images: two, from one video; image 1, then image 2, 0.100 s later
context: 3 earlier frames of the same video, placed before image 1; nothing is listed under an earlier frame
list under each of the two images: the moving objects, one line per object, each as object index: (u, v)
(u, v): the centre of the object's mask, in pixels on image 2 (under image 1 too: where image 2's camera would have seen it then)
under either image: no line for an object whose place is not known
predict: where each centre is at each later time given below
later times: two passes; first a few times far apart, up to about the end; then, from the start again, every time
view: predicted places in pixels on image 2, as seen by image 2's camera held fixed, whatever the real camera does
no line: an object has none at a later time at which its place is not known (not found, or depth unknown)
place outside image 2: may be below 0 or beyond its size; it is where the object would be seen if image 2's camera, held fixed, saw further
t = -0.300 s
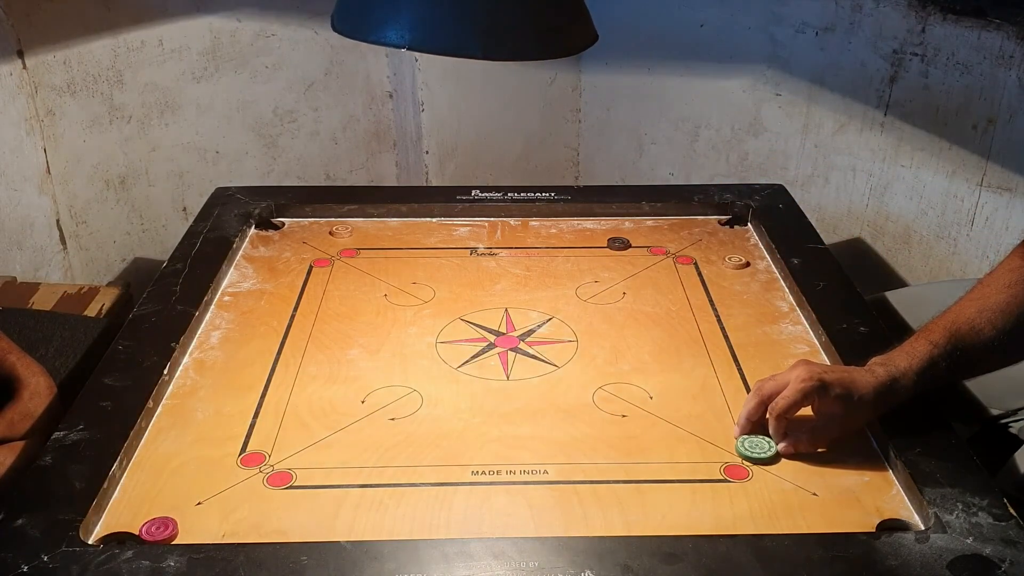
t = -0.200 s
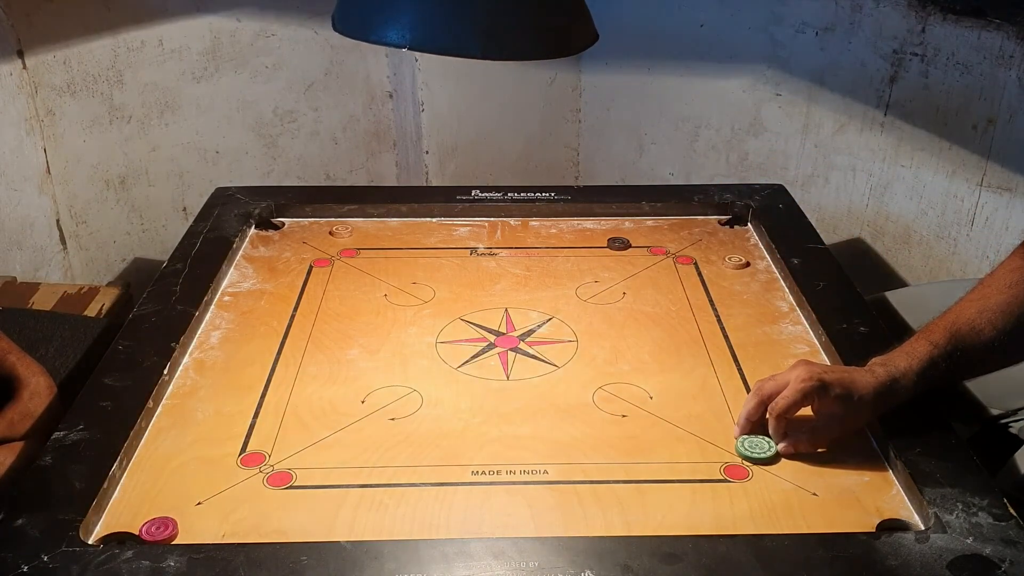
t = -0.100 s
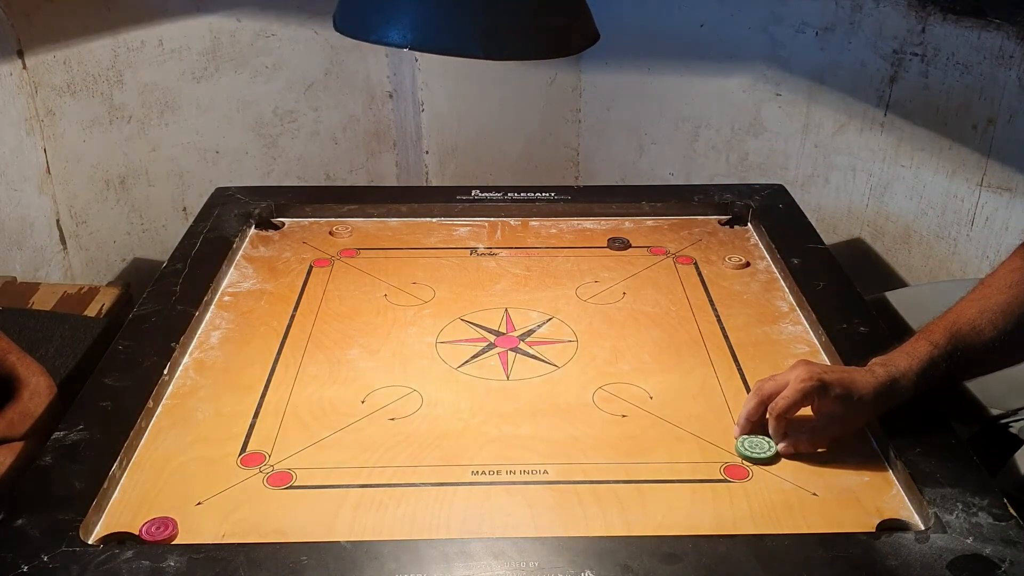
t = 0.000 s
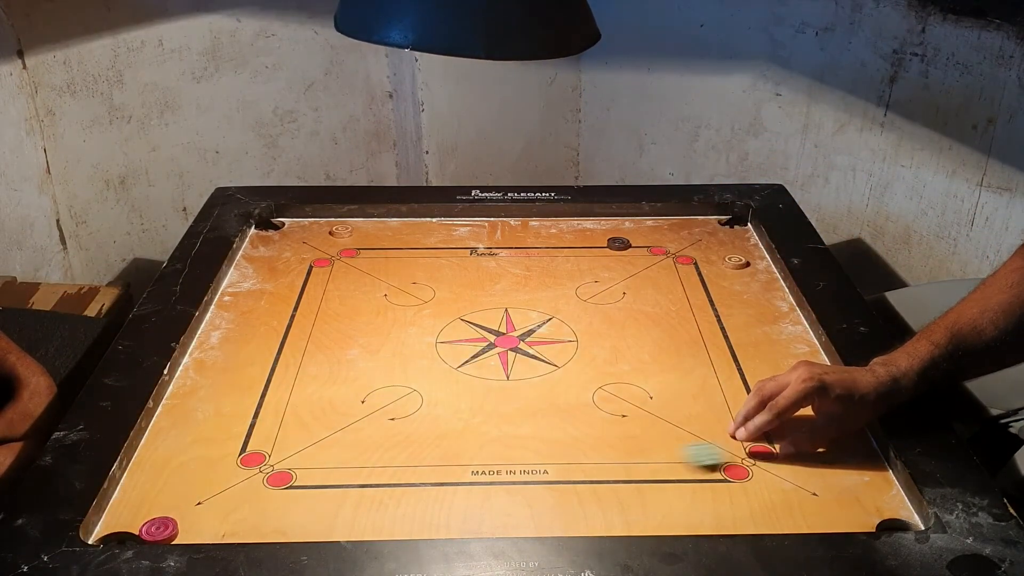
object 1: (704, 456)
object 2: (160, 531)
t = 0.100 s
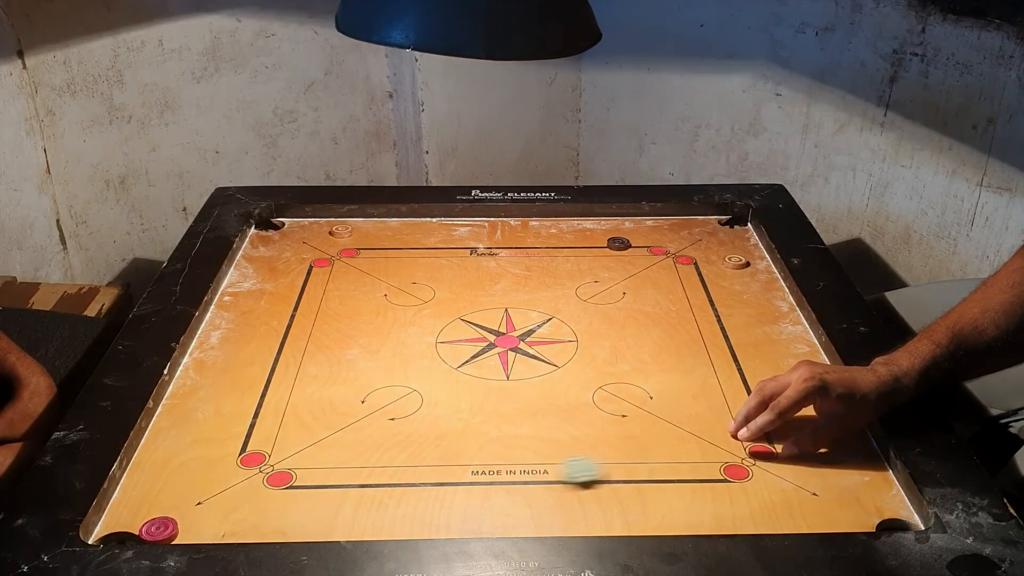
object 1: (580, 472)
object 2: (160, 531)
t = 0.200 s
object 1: (467, 487)
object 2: (159, 530)
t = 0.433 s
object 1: (231, 518)
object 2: (159, 530)
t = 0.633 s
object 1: (155, 521)
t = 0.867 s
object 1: (146, 519)
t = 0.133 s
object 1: (542, 477)
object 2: (159, 530)
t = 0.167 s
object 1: (503, 482)
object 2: (160, 530)
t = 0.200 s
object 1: (467, 487)
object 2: (159, 530)
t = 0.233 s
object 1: (429, 492)
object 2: (159, 530)
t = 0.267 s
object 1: (393, 497)
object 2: (159, 530)
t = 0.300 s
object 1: (359, 501)
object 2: (159, 530)
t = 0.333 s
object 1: (325, 506)
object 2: (159, 530)
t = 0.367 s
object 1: (292, 511)
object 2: (159, 530)
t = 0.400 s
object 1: (260, 514)
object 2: (159, 530)
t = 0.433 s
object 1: (231, 518)
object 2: (159, 530)
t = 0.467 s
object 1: (202, 521)
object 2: (159, 530)
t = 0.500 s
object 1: (188, 522)
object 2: (126, 536)
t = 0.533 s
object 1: (177, 522)
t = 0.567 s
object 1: (168, 522)
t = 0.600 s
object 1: (161, 521)
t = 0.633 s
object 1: (155, 521)
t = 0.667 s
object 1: (151, 521)
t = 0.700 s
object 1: (148, 520)
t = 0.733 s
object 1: (147, 519)
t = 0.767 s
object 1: (146, 519)
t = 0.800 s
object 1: (146, 519)
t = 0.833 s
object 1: (146, 519)
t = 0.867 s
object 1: (146, 519)
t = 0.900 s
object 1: (146, 519)
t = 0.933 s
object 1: (146, 519)
